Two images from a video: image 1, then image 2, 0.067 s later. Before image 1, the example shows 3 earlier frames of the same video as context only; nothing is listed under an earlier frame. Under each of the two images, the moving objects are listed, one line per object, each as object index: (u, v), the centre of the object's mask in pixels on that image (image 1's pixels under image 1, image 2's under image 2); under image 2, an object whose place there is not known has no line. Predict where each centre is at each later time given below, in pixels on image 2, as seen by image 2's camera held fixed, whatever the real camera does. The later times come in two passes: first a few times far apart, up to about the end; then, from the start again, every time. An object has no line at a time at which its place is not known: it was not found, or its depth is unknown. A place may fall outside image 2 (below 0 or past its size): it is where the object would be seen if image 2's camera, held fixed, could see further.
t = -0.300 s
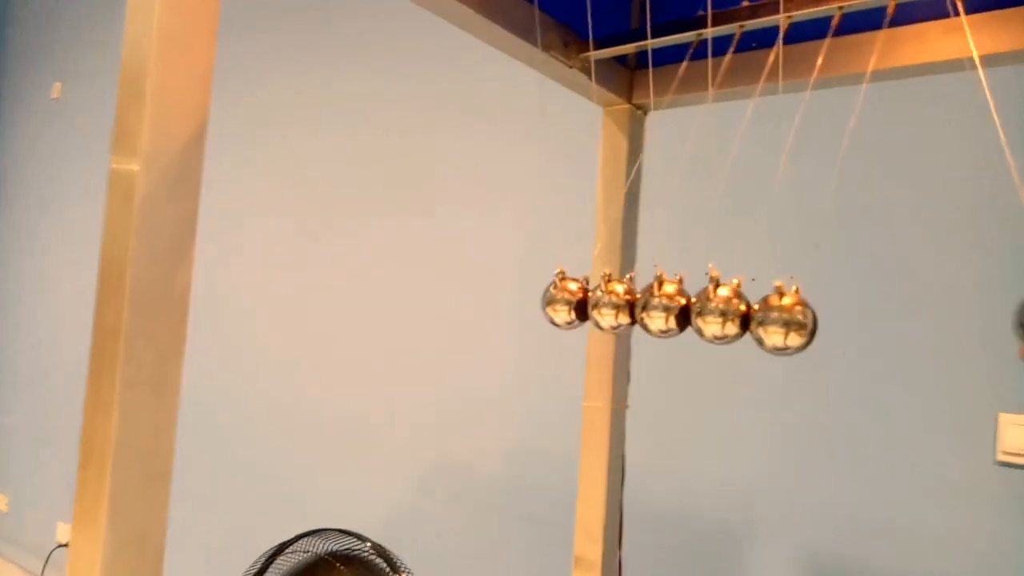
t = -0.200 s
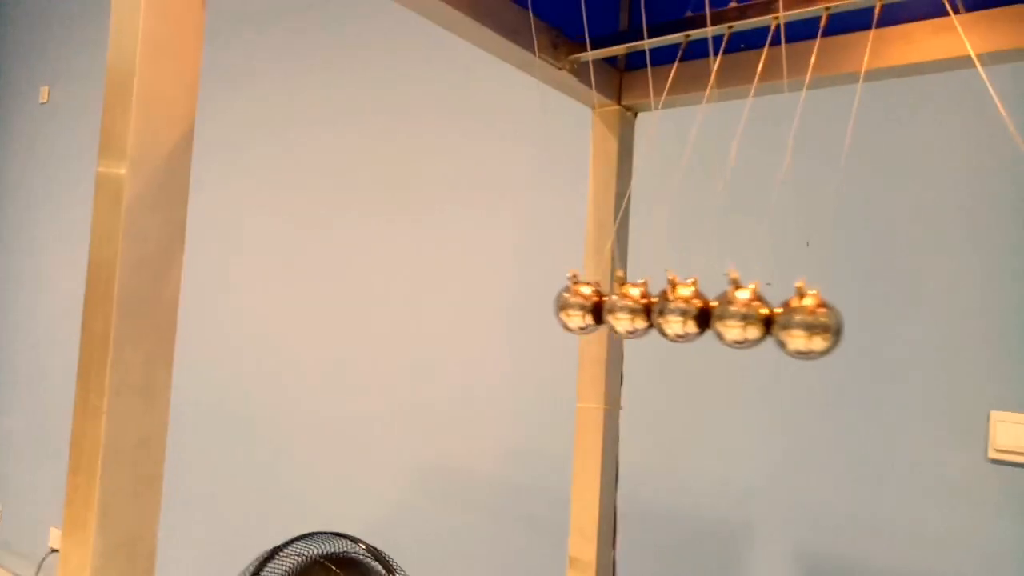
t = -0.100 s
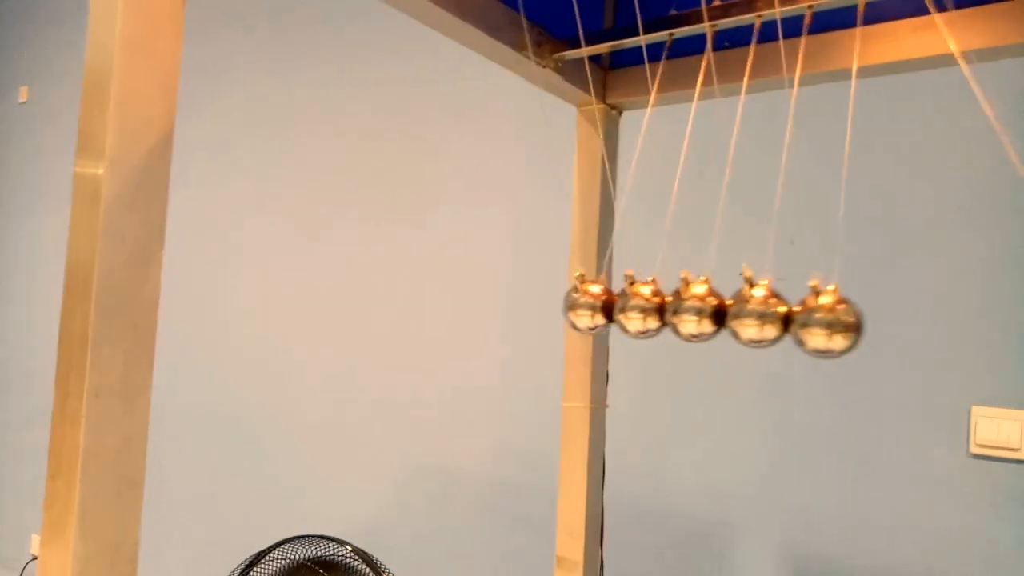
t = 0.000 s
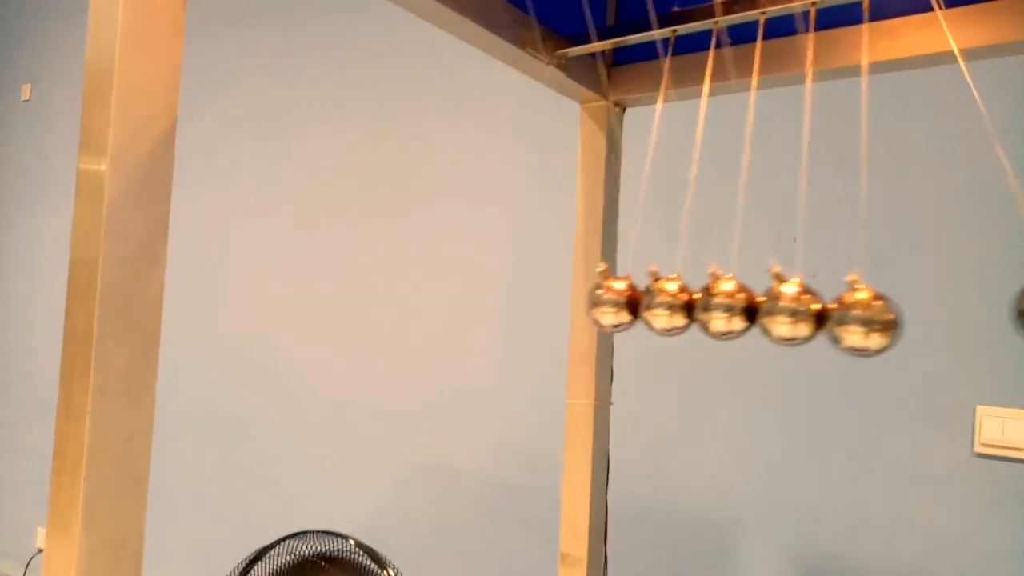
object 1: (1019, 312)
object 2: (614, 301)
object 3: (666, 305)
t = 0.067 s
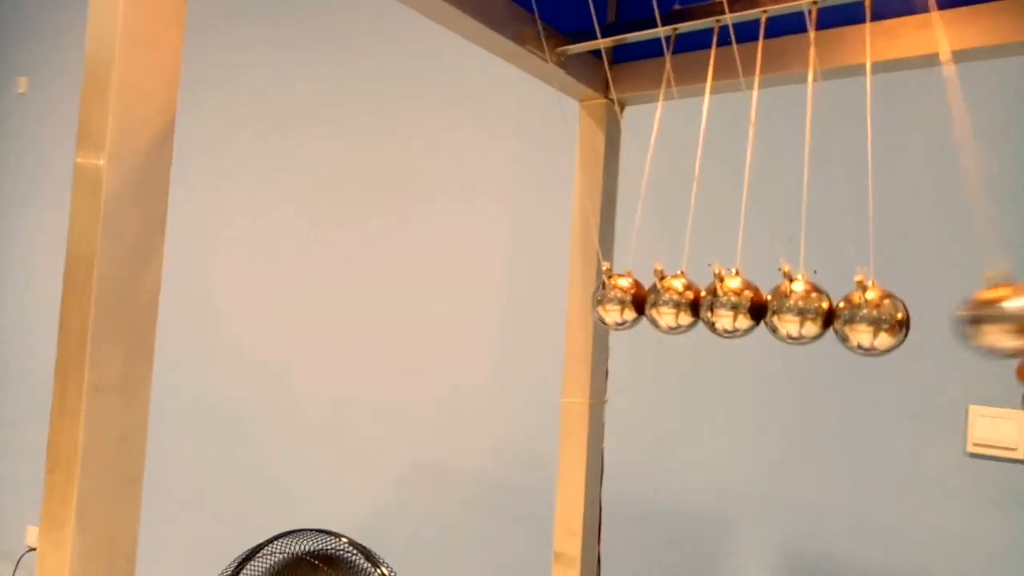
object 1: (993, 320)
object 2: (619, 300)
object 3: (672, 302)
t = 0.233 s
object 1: (945, 326)
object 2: (555, 300)
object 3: (663, 304)
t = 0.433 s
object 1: (868, 324)
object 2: (493, 278)
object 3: (614, 301)
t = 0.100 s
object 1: (973, 324)
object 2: (621, 300)
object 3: (675, 303)
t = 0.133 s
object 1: (958, 327)
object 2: (613, 298)
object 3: (675, 302)
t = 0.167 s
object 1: (956, 326)
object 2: (594, 300)
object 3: (674, 303)
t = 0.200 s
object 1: (954, 327)
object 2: (576, 300)
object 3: (670, 303)
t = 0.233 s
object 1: (945, 326)
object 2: (555, 300)
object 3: (663, 304)
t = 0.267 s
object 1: (935, 326)
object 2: (540, 296)
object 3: (655, 303)
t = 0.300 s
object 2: (524, 291)
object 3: (646, 302)
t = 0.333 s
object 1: (909, 326)
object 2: (513, 288)
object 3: (637, 303)
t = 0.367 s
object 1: (897, 325)
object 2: (504, 284)
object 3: (630, 302)
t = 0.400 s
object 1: (883, 325)
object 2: (498, 279)
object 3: (623, 302)
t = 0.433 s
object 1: (868, 324)
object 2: (493, 278)
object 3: (614, 301)
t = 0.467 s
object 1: (856, 322)
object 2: (490, 278)
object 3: (606, 301)
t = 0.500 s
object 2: (490, 278)
